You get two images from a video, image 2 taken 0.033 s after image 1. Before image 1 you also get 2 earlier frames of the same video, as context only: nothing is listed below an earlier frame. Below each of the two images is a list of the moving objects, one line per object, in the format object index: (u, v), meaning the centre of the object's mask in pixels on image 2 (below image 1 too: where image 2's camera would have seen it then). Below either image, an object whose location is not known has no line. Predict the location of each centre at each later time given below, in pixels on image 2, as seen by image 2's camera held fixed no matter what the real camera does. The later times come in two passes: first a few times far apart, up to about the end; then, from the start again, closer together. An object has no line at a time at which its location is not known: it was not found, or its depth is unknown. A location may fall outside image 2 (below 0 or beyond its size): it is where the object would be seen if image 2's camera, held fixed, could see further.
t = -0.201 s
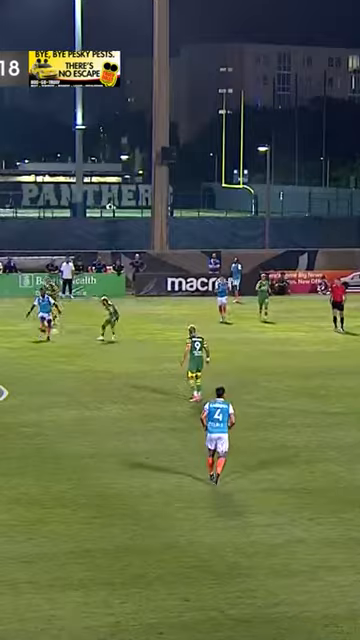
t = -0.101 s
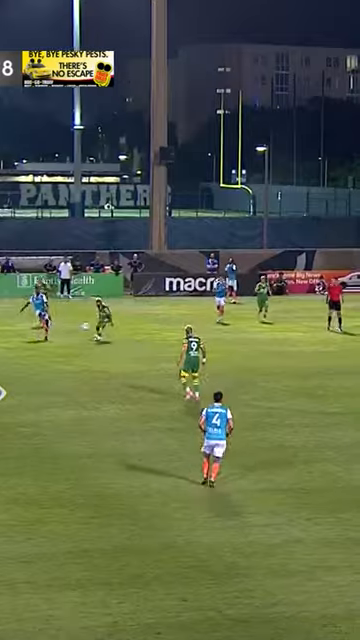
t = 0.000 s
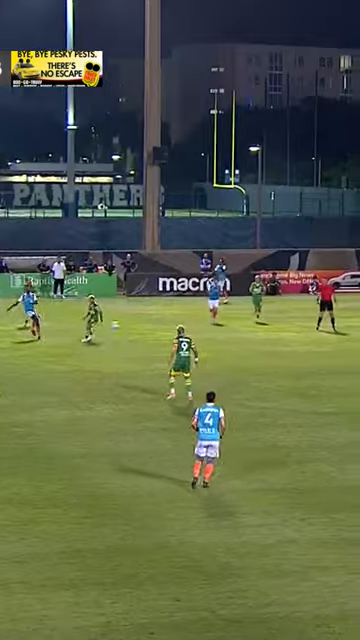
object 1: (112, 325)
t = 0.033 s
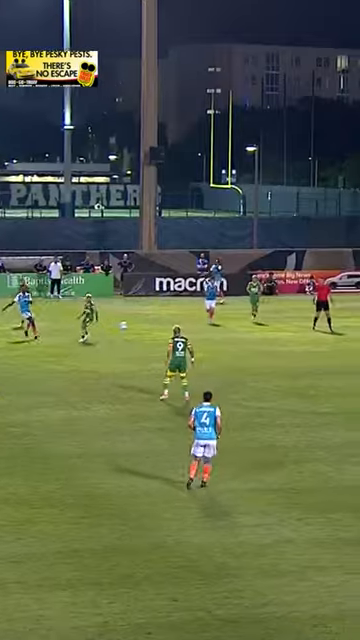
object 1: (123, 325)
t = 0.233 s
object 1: (200, 338)
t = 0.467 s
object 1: (293, 362)
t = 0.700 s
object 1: (384, 357)
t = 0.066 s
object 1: (136, 326)
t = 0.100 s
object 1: (148, 325)
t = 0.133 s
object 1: (160, 329)
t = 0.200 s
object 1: (186, 335)
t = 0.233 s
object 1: (200, 338)
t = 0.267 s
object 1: (214, 342)
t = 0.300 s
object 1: (227, 347)
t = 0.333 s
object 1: (240, 352)
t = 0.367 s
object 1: (255, 357)
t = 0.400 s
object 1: (268, 363)
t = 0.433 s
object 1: (281, 365)
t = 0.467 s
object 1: (293, 362)
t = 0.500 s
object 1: (306, 360)
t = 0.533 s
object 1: (318, 358)
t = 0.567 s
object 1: (332, 357)
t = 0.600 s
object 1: (344, 357)
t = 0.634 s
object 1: (357, 355)
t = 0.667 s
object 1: (371, 356)
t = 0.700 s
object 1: (384, 357)
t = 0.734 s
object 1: (397, 358)
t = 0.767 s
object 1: (412, 361)
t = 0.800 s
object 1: (426, 364)
